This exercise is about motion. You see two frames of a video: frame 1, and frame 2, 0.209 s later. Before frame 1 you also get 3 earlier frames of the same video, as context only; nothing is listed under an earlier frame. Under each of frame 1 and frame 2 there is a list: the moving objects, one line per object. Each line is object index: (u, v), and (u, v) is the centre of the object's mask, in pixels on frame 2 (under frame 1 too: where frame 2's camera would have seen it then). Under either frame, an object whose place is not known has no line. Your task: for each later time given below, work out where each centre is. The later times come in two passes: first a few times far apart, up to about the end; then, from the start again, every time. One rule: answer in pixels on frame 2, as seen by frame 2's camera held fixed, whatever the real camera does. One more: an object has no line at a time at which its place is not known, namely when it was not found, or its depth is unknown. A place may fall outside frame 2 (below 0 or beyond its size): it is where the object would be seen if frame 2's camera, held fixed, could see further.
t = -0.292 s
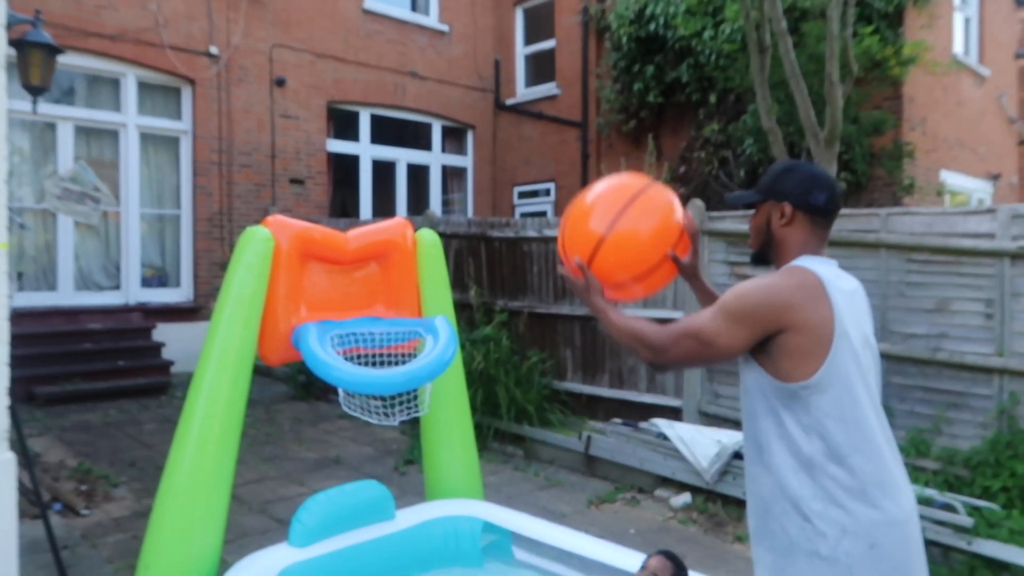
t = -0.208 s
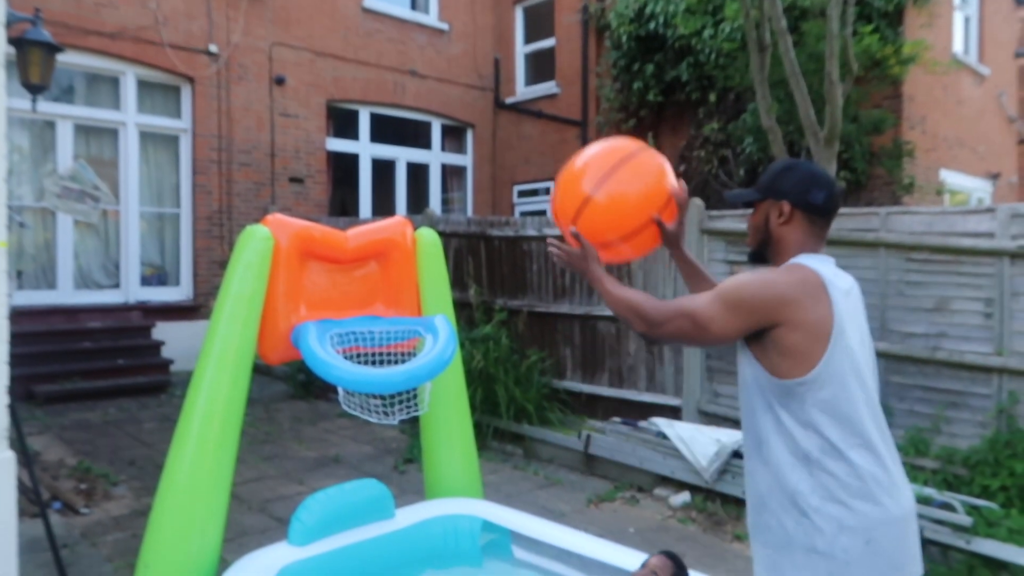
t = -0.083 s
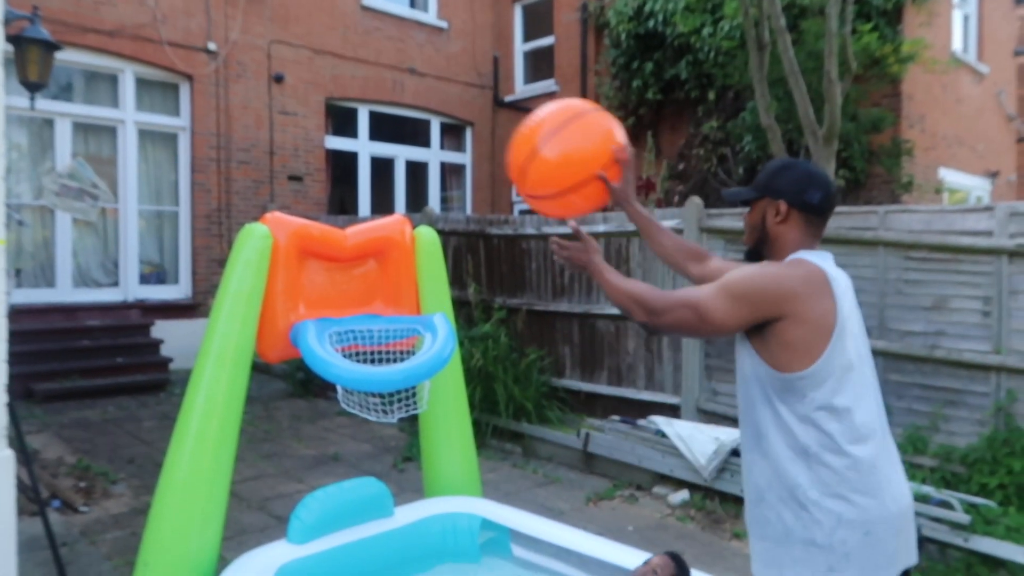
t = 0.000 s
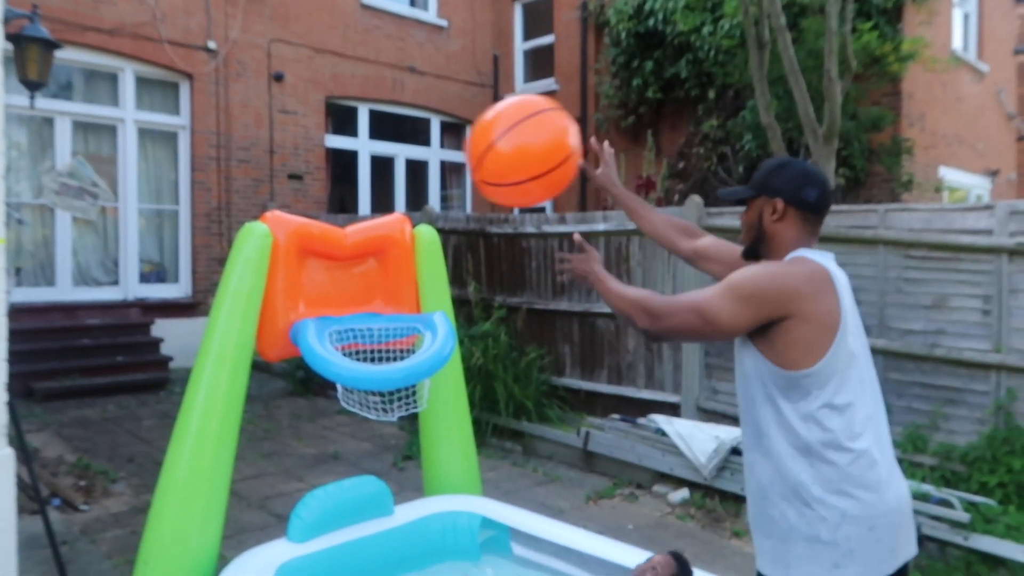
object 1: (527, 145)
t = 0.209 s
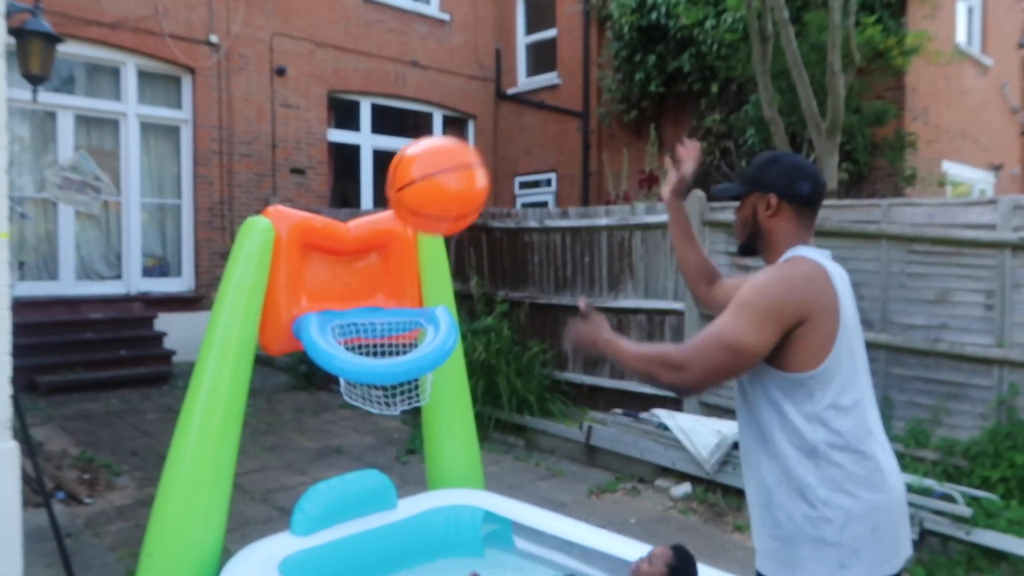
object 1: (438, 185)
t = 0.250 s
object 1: (423, 200)
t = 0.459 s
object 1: (363, 302)
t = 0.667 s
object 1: (386, 299)
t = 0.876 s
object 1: (385, 318)
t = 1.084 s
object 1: (380, 340)
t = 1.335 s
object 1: (392, 387)
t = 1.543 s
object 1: (410, 513)
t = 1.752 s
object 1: (453, 587)
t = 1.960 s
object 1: (460, 592)
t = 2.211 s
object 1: (468, 602)
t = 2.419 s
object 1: (477, 608)
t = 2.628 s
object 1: (472, 614)
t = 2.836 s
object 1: (473, 617)
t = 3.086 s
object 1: (478, 622)
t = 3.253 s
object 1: (483, 621)
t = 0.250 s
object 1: (423, 200)
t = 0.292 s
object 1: (410, 218)
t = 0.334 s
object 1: (397, 236)
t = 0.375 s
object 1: (384, 256)
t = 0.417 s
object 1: (372, 281)
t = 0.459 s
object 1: (363, 302)
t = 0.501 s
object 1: (369, 300)
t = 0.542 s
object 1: (375, 299)
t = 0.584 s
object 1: (381, 298)
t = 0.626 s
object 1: (385, 299)
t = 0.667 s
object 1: (386, 299)
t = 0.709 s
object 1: (387, 301)
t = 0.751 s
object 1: (388, 305)
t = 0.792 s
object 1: (388, 310)
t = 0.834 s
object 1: (387, 314)
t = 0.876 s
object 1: (385, 318)
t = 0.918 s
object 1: (383, 324)
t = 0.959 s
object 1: (381, 328)
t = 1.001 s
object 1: (380, 333)
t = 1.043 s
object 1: (380, 337)
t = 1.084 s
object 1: (380, 340)
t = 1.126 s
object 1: (381, 344)
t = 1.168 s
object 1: (382, 348)
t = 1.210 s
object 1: (384, 353)
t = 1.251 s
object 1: (387, 361)
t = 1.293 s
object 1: (389, 372)
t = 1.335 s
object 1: (392, 387)
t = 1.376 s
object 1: (395, 405)
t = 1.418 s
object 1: (398, 426)
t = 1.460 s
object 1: (402, 449)
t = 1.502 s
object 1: (405, 478)
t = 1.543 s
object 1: (410, 513)
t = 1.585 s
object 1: (414, 551)
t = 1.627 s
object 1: (419, 575)
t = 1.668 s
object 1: (431, 588)
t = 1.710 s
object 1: (446, 588)
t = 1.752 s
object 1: (453, 587)
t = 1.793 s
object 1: (455, 587)
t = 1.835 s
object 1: (456, 588)
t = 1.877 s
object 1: (457, 589)
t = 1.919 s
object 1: (459, 590)
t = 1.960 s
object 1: (460, 592)
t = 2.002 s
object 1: (462, 594)
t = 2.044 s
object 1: (463, 596)
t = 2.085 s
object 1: (464, 597)
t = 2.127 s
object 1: (465, 599)
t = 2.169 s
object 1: (466, 600)
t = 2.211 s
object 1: (468, 602)
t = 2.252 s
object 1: (469, 603)
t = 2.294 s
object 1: (471, 604)
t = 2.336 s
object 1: (473, 605)
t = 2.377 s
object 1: (475, 607)
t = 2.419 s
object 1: (477, 608)
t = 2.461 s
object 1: (478, 609)
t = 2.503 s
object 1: (477, 610)
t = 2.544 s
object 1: (476, 611)
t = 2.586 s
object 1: (475, 613)
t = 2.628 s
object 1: (472, 614)
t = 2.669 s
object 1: (470, 616)
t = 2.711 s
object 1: (471, 616)
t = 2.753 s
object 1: (473, 616)
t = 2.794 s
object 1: (472, 617)
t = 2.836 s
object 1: (473, 617)
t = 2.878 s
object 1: (474, 618)
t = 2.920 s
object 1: (475, 618)
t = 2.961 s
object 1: (475, 619)
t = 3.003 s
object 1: (475, 620)
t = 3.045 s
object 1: (477, 621)
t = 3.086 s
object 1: (478, 622)
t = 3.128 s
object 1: (480, 622)
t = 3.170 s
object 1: (481, 622)
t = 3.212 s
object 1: (482, 622)
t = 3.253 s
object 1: (483, 621)
